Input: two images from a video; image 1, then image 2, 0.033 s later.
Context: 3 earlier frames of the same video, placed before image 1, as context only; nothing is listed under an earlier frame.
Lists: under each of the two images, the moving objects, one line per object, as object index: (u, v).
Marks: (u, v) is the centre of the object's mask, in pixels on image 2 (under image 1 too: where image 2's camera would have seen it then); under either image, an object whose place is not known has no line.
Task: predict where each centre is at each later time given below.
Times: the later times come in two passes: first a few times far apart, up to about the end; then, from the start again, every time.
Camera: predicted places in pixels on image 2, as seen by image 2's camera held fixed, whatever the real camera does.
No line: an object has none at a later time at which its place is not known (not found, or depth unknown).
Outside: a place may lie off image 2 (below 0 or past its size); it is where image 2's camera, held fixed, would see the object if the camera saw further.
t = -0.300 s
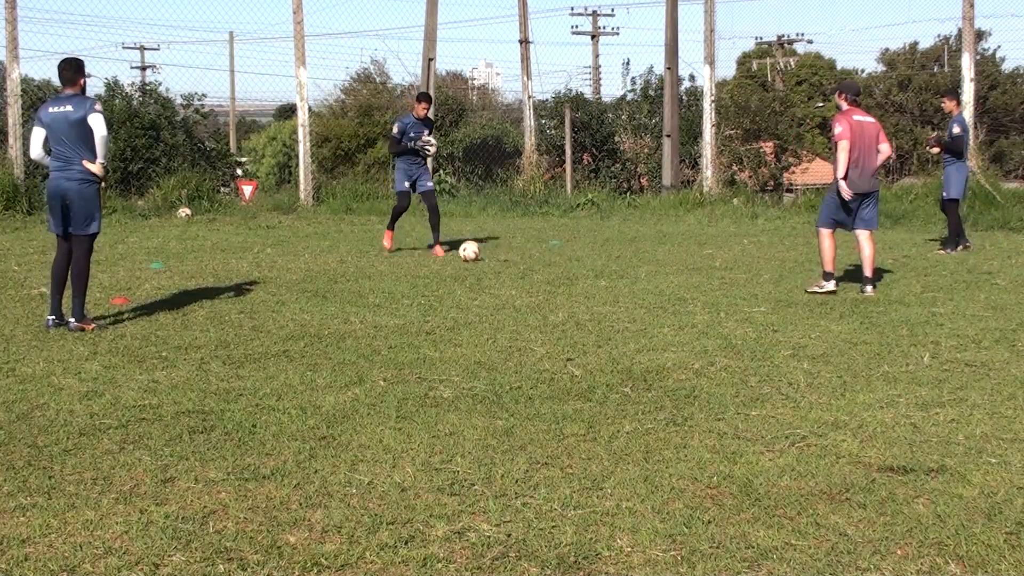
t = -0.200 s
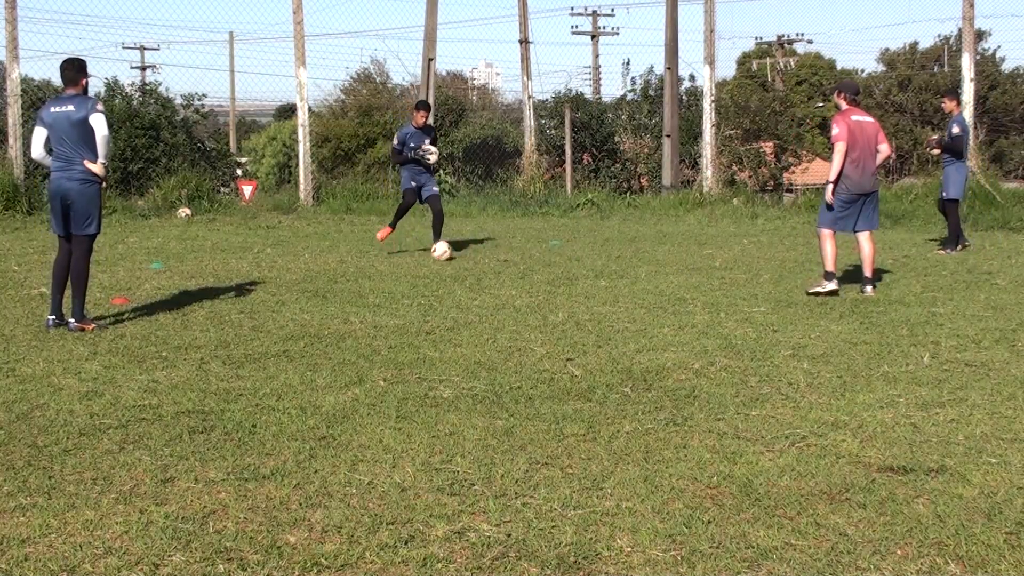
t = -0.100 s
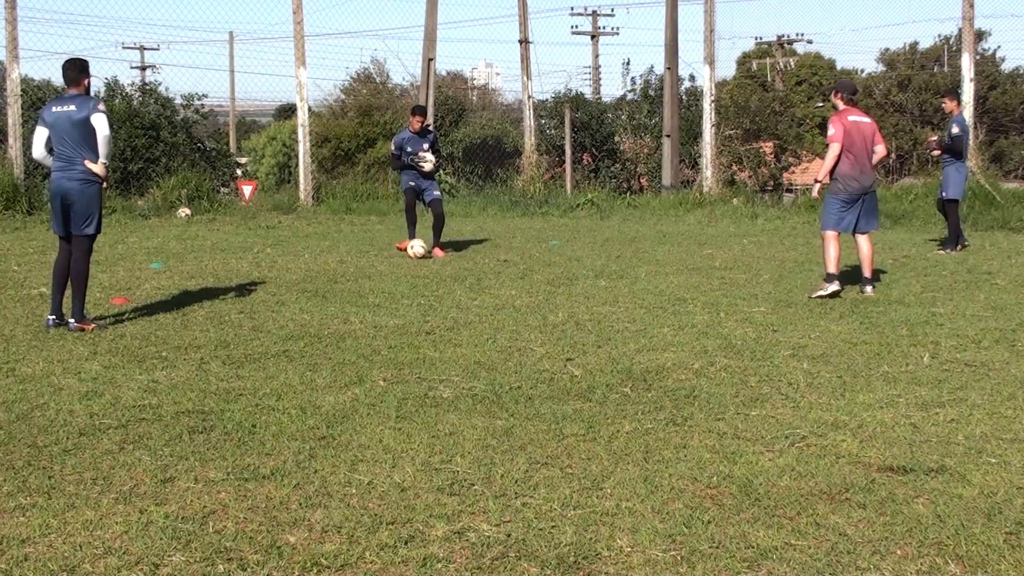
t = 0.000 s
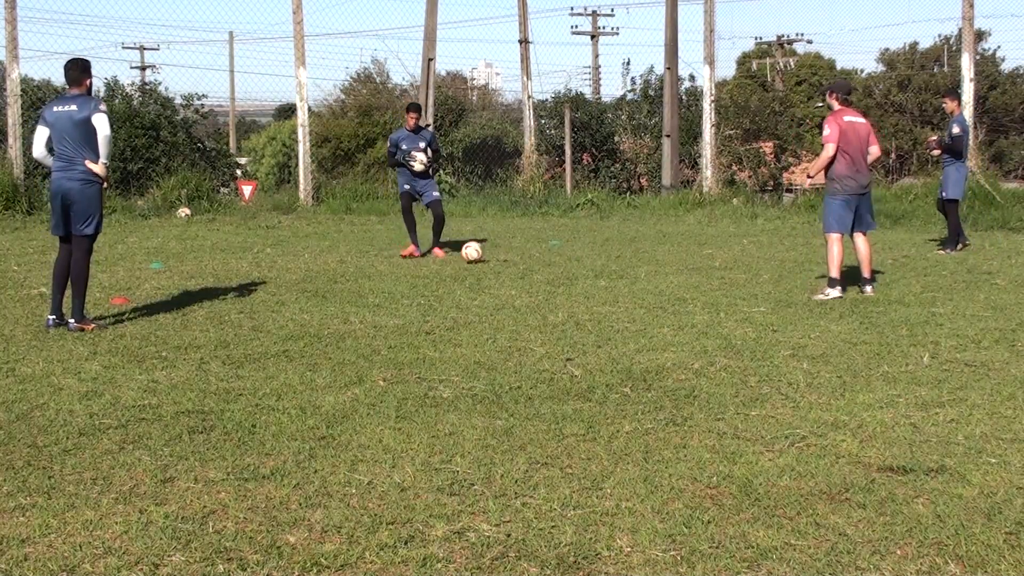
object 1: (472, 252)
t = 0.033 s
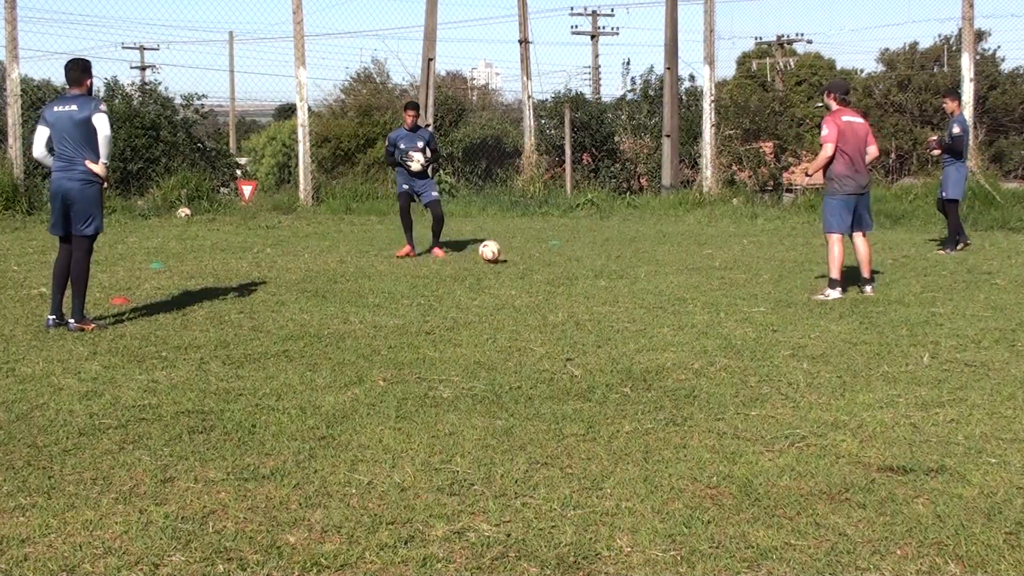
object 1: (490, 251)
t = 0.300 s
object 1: (630, 260)
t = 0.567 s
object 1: (757, 273)
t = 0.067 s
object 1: (507, 251)
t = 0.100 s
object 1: (525, 252)
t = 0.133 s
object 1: (544, 254)
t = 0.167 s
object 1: (562, 257)
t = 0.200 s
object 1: (580, 261)
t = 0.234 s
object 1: (598, 262)
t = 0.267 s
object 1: (614, 261)
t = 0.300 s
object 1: (630, 260)
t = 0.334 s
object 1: (646, 261)
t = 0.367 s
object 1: (663, 263)
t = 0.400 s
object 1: (679, 265)
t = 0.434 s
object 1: (696, 269)
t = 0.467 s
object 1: (712, 271)
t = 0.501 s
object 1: (727, 270)
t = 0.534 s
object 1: (742, 271)
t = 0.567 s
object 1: (757, 273)
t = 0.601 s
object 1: (772, 274)
